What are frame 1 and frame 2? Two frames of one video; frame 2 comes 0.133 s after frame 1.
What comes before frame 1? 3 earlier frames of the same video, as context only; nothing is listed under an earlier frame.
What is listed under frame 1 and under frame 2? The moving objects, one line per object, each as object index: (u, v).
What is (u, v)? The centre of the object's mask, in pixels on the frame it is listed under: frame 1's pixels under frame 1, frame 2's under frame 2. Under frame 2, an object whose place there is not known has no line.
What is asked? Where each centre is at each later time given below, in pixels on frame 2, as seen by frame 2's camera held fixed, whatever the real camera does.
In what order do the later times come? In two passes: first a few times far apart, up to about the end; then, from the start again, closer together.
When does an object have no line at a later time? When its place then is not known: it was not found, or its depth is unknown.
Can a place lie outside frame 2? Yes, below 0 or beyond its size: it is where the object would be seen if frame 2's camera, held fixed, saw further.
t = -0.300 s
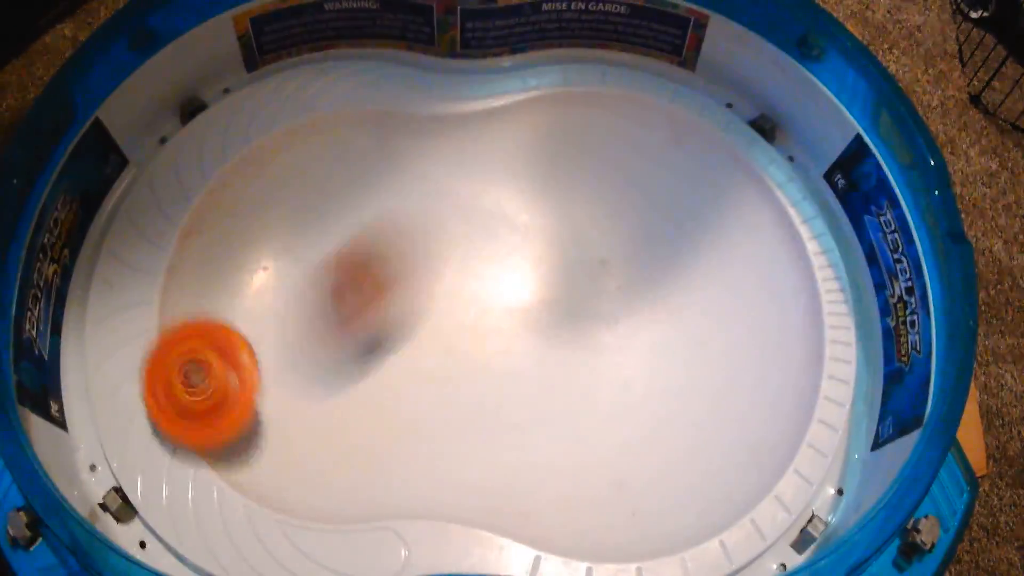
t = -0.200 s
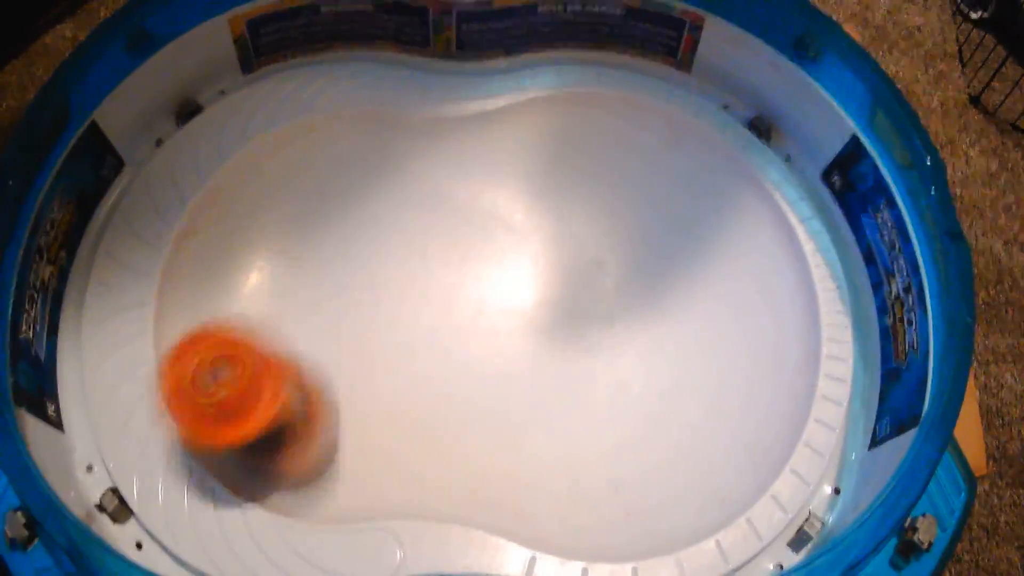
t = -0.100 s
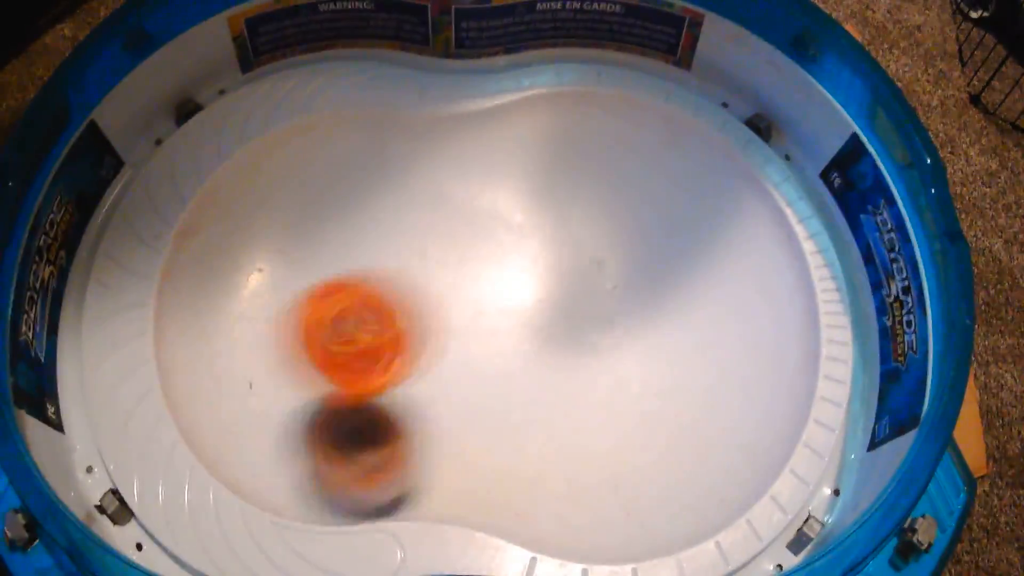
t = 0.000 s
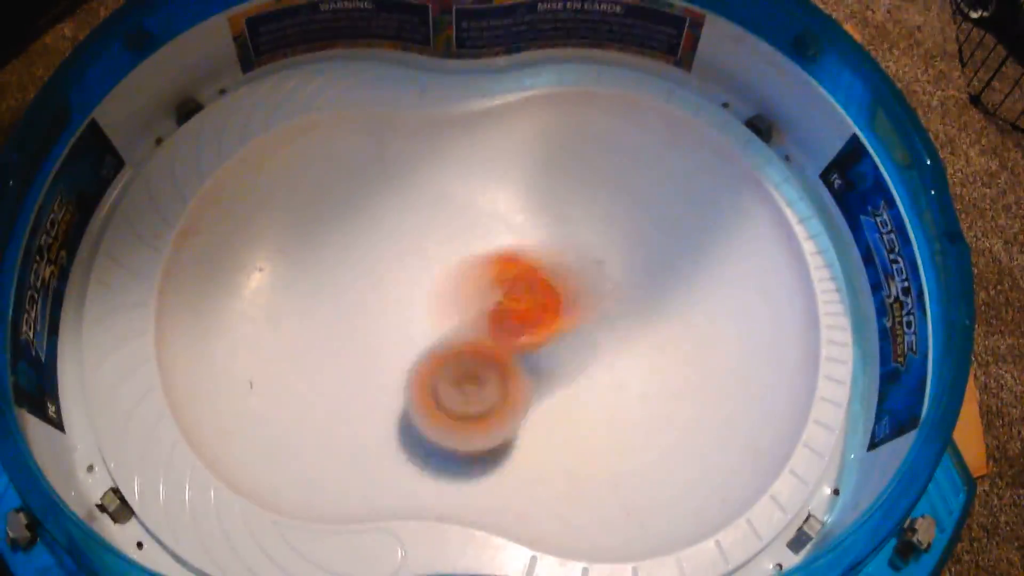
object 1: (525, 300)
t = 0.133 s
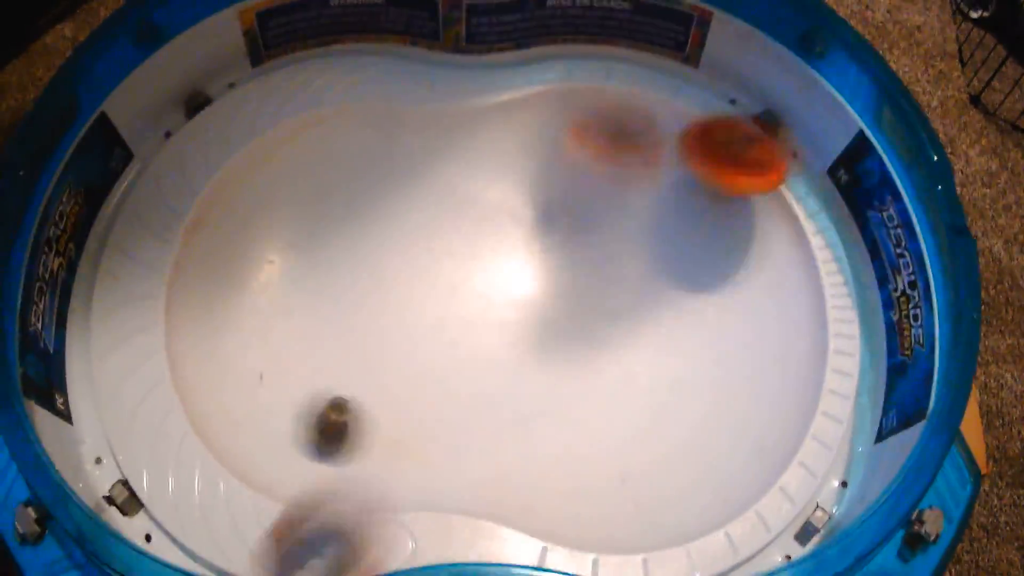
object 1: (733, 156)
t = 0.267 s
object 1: (770, 197)
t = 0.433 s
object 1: (518, 304)
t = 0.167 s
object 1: (776, 152)
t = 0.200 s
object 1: (809, 162)
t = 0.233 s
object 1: (806, 174)
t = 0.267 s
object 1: (770, 197)
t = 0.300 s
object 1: (726, 232)
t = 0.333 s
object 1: (677, 255)
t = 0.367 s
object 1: (622, 276)
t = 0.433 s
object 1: (518, 304)
